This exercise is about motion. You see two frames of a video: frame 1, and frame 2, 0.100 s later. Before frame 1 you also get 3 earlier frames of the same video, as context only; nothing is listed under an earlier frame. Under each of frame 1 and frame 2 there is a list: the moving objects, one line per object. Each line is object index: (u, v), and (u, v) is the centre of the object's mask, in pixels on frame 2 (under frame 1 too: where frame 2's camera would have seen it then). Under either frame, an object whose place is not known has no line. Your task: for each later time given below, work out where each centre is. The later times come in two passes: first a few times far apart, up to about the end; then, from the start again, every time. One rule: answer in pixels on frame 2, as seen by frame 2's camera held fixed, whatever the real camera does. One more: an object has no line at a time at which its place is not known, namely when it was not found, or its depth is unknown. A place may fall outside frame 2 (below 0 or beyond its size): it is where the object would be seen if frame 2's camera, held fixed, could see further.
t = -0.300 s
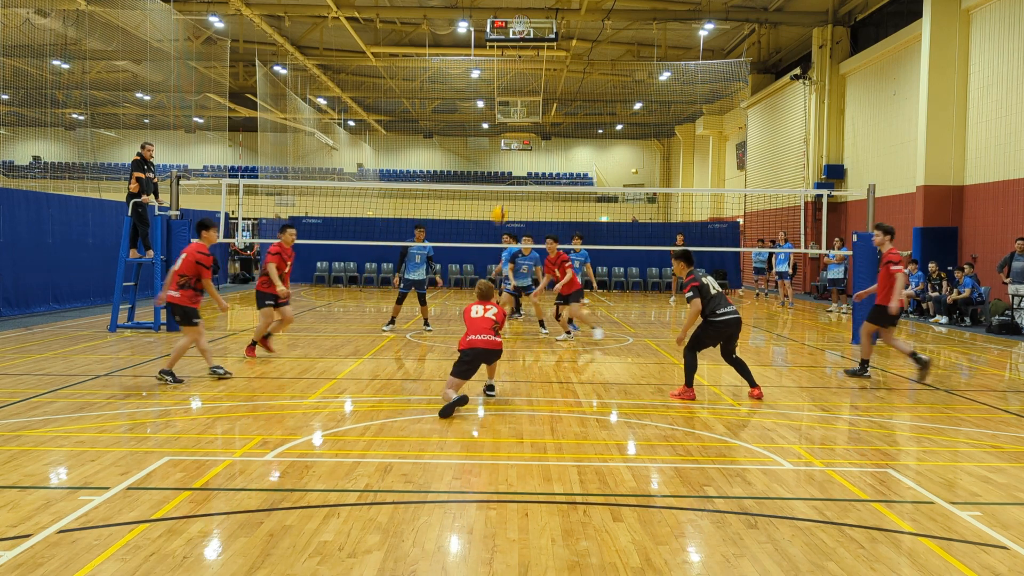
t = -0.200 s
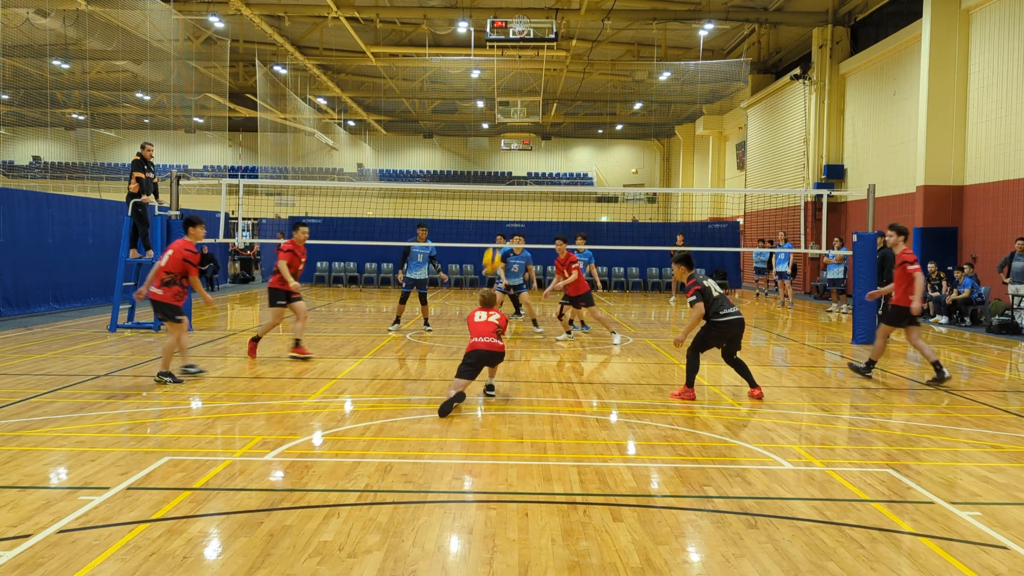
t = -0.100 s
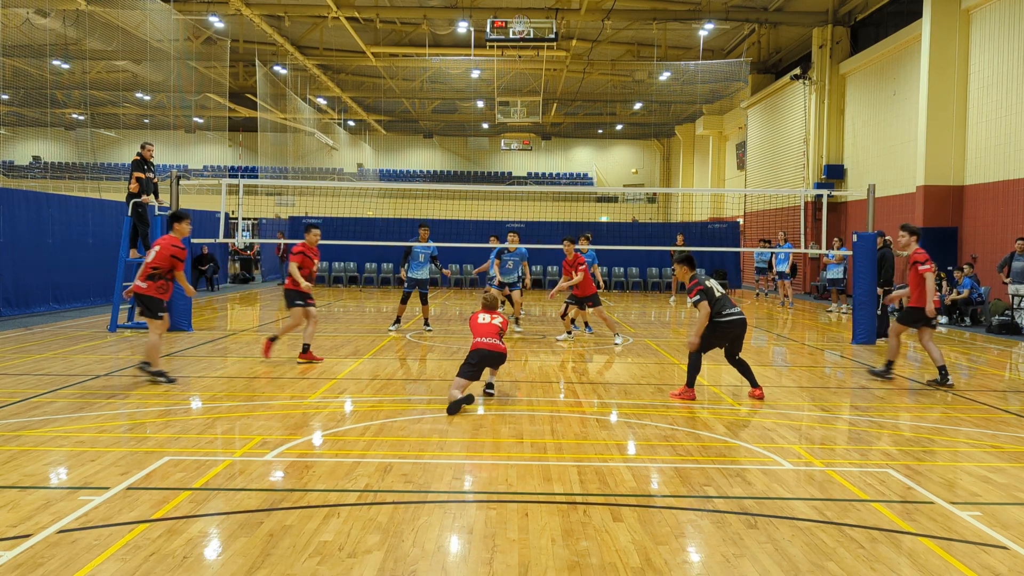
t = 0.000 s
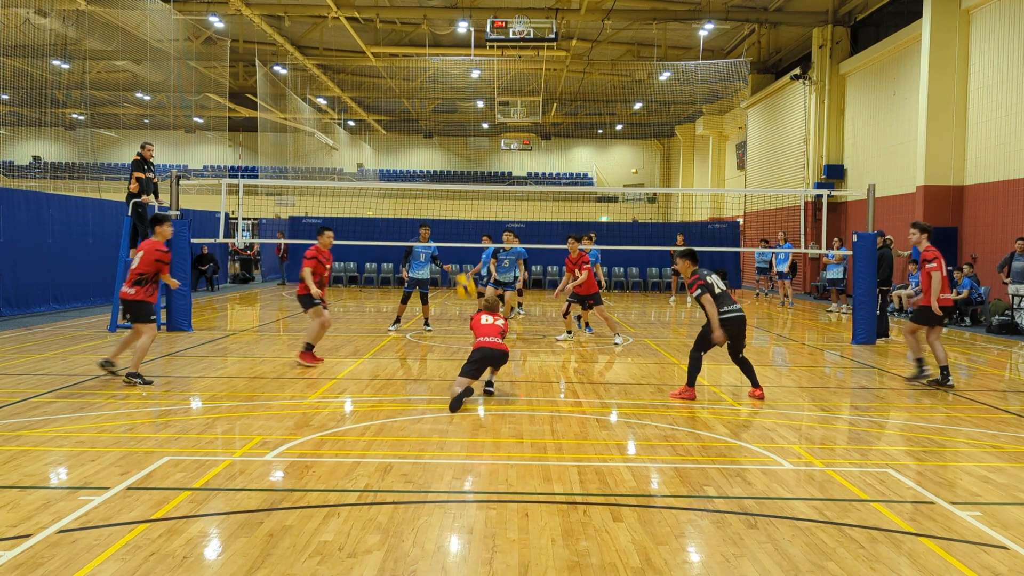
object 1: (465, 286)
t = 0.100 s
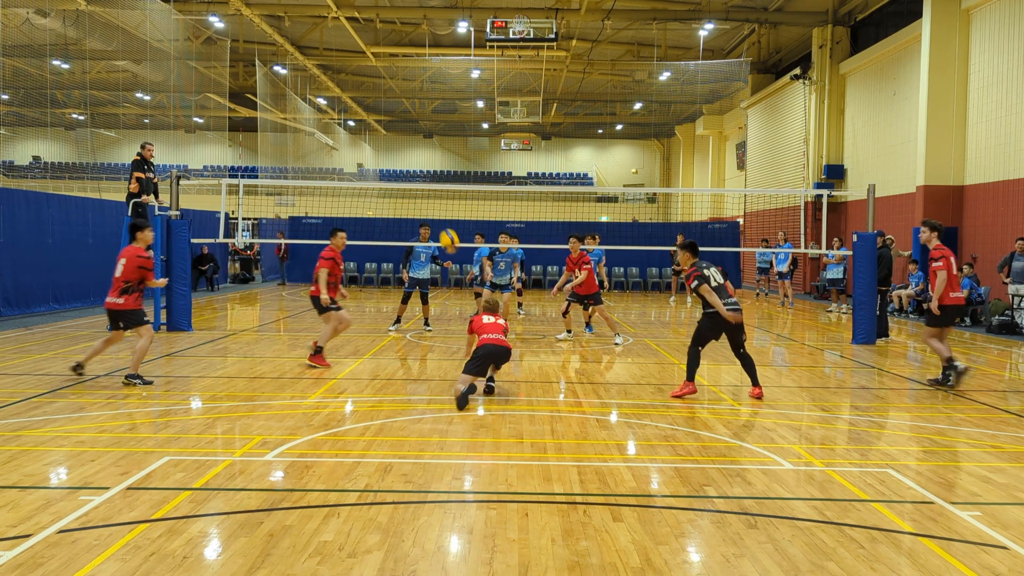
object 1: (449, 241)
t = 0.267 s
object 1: (425, 189)
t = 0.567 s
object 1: (383, 160)
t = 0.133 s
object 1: (444, 229)
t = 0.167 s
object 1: (439, 218)
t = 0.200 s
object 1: (434, 206)
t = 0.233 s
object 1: (429, 197)
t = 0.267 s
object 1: (425, 189)
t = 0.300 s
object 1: (419, 182)
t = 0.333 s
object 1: (415, 176)
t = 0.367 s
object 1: (410, 172)
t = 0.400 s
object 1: (405, 167)
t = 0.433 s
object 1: (401, 164)
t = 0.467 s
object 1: (396, 161)
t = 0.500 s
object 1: (392, 160)
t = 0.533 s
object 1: (388, 159)
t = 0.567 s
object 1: (383, 160)
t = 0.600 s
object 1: (379, 161)
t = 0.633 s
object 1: (375, 162)
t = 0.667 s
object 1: (371, 165)
